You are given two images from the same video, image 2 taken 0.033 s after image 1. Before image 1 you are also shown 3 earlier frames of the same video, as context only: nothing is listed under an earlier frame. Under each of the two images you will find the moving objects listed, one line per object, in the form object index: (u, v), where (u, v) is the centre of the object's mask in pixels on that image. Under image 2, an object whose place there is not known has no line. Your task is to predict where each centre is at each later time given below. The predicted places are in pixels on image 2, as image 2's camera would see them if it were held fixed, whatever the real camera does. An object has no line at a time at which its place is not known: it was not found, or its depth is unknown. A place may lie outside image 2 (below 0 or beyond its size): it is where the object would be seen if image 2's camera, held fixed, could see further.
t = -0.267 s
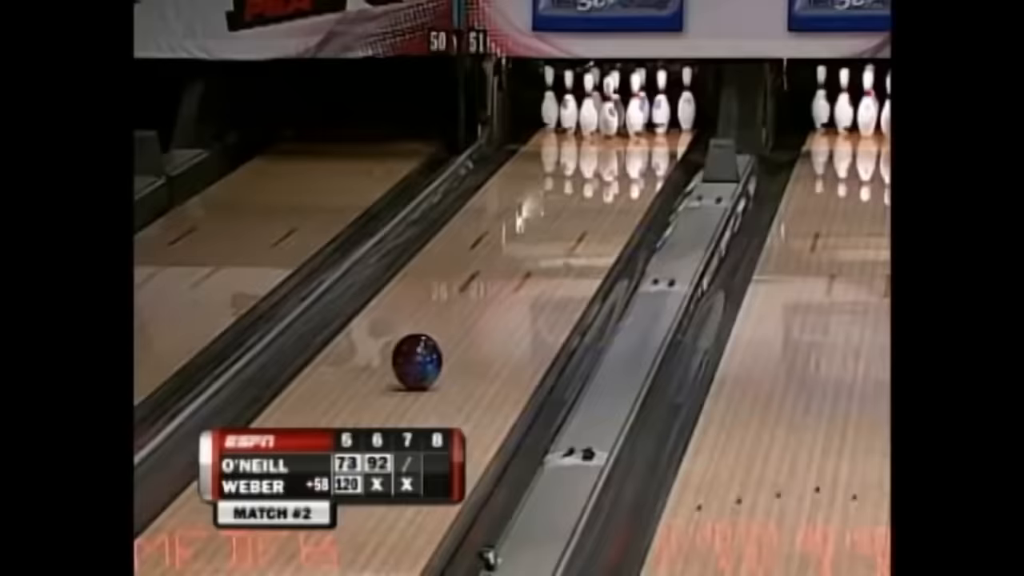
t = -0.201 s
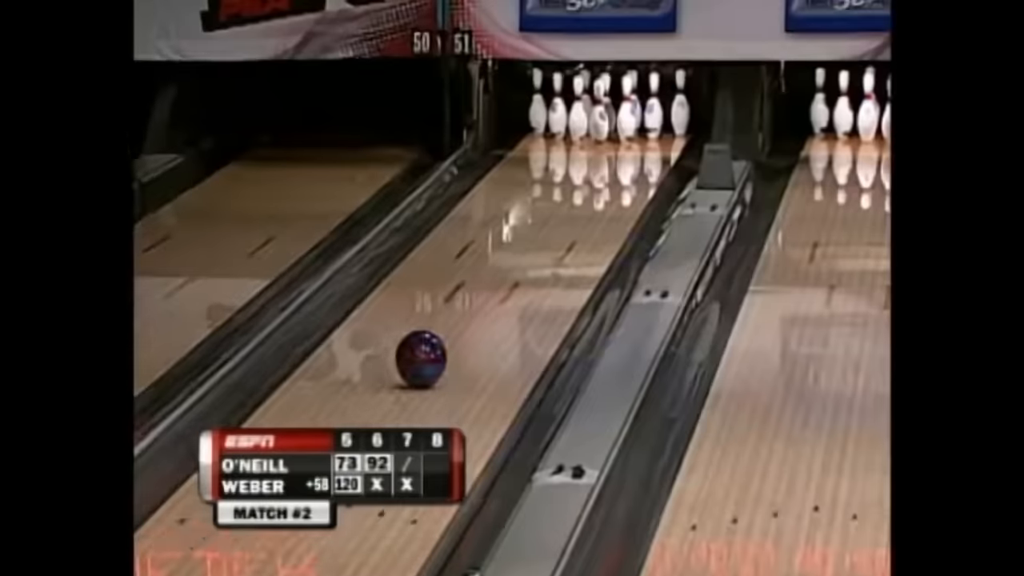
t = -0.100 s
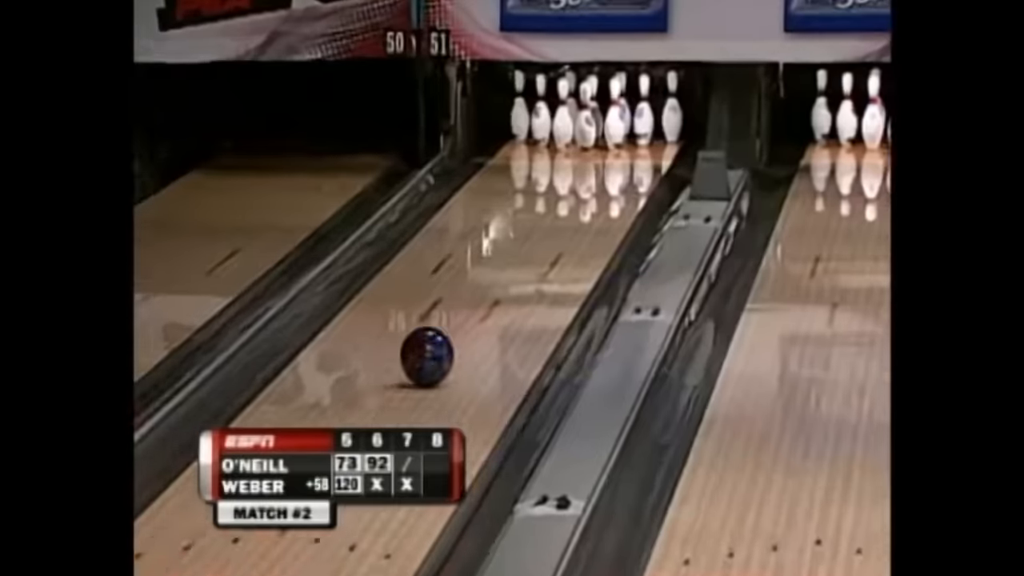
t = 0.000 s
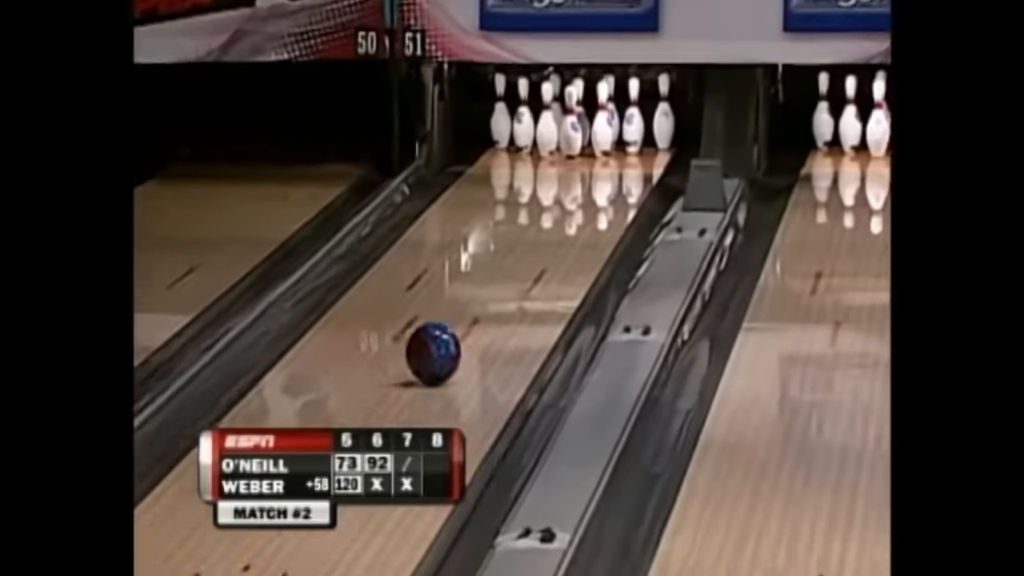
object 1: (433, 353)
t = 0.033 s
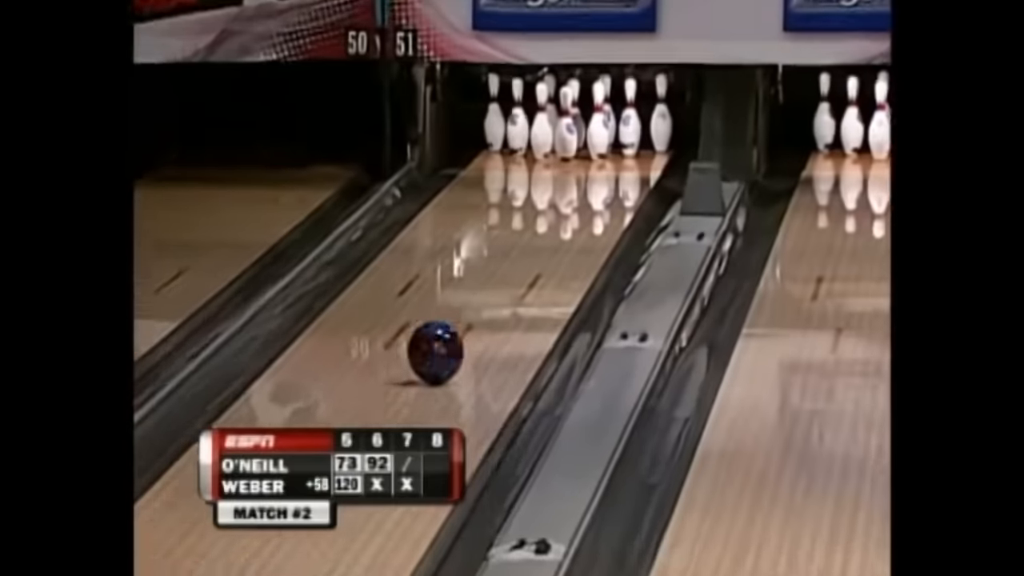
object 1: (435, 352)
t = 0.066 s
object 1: (446, 344)
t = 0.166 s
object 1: (475, 320)
